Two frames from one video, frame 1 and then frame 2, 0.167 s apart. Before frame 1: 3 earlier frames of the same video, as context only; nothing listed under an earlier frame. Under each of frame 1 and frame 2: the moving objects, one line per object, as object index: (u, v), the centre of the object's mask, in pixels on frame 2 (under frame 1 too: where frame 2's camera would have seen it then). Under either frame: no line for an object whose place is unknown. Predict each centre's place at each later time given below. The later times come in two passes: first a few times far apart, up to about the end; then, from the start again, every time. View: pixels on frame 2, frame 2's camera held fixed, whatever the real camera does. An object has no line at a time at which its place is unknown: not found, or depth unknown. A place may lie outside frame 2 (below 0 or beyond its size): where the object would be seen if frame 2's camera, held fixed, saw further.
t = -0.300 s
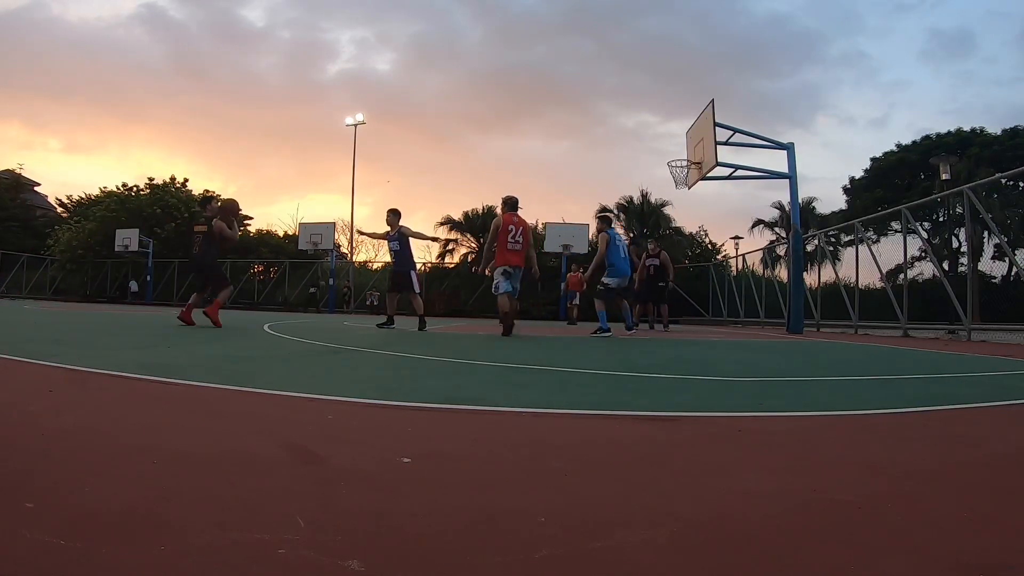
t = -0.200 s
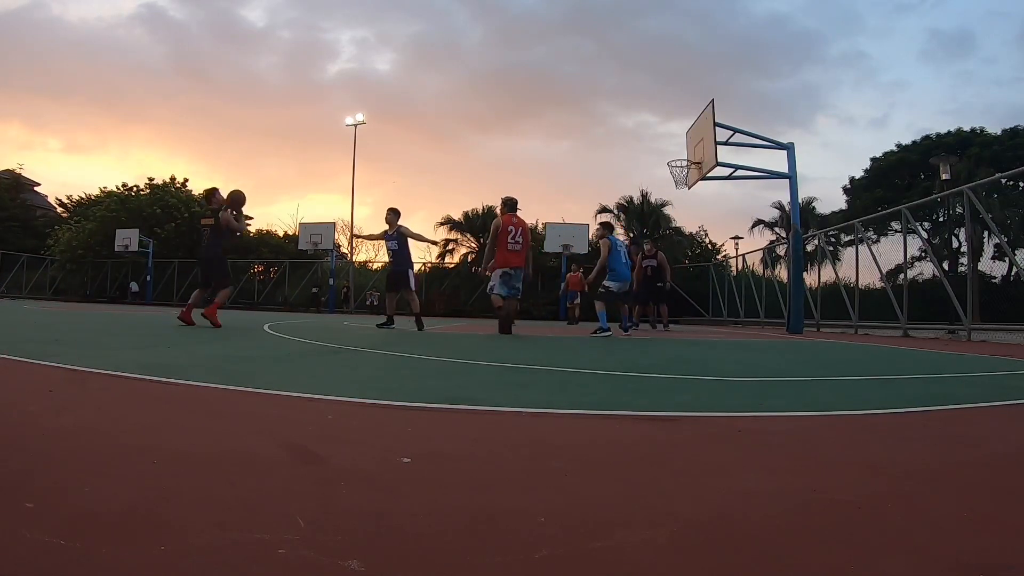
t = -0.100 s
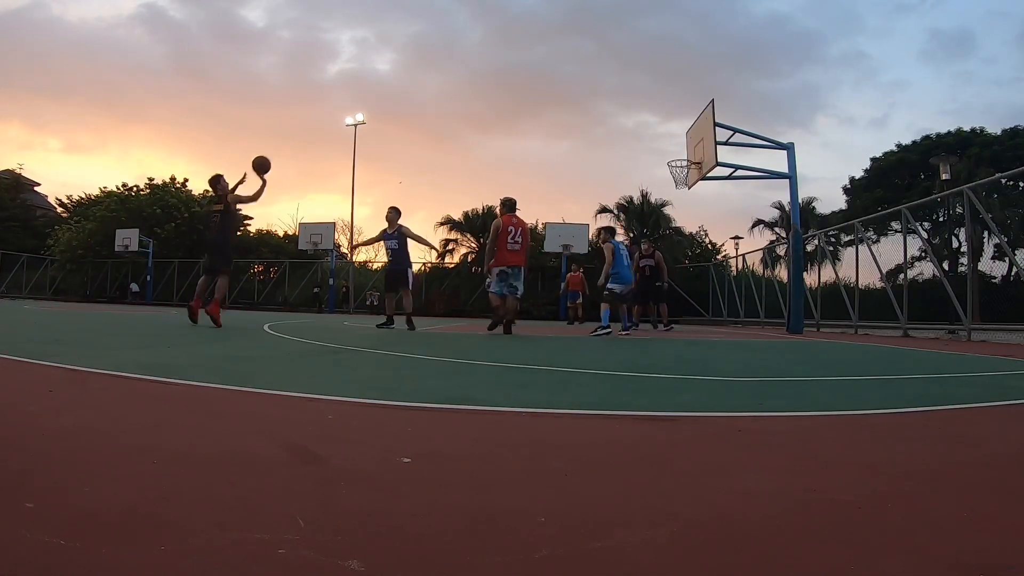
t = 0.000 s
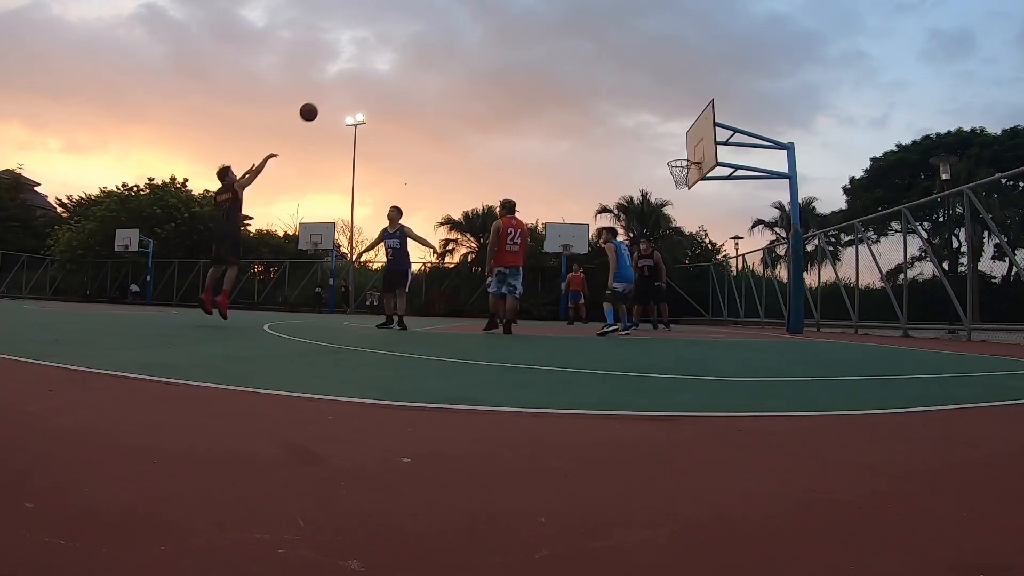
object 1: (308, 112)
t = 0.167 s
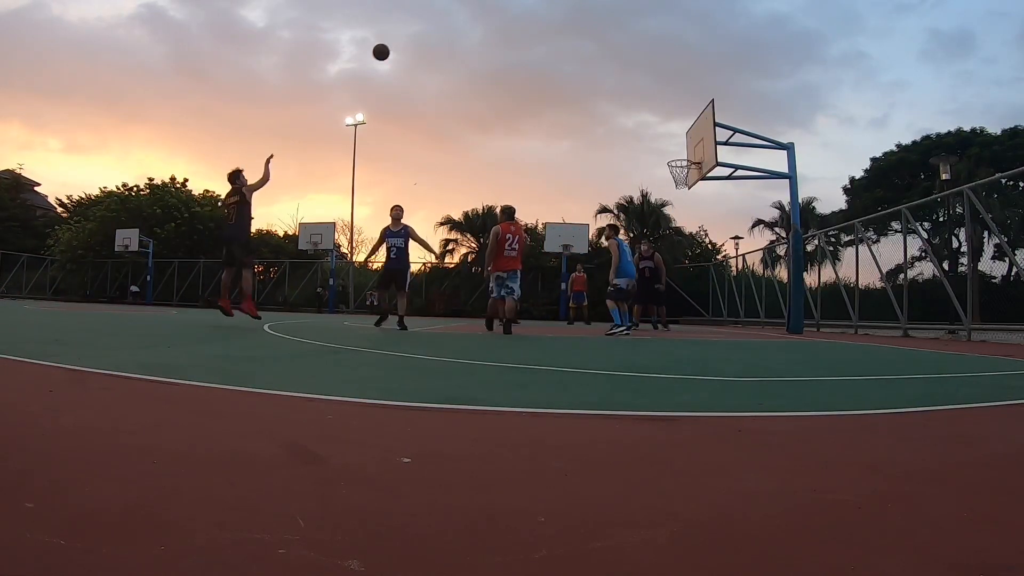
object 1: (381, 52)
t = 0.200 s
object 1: (394, 43)
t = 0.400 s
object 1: (465, 13)
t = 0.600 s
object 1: (525, 9)
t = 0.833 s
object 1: (585, 32)
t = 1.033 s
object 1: (630, 71)
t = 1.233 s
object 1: (671, 127)
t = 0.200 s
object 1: (394, 43)
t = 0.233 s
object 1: (407, 36)
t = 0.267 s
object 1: (419, 30)
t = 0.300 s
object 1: (431, 24)
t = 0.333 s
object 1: (443, 20)
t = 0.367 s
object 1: (454, 16)
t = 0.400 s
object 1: (465, 13)
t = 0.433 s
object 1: (476, 10)
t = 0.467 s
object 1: (486, 9)
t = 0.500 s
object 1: (496, 8)
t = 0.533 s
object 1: (506, 8)
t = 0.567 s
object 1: (516, 8)
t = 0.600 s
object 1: (525, 9)
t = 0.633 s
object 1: (534, 11)
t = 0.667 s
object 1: (543, 13)
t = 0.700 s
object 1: (552, 15)
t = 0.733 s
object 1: (560, 19)
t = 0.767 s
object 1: (569, 22)
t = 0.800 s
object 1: (577, 27)
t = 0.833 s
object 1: (585, 32)
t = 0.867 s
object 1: (593, 37)
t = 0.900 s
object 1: (600, 43)
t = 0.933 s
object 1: (608, 49)
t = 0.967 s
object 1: (615, 56)
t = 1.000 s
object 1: (623, 63)
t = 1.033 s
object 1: (630, 71)
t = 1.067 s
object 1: (637, 79)
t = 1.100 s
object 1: (644, 88)
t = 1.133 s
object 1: (651, 97)
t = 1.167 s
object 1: (658, 106)
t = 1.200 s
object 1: (665, 117)
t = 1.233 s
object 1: (671, 127)
